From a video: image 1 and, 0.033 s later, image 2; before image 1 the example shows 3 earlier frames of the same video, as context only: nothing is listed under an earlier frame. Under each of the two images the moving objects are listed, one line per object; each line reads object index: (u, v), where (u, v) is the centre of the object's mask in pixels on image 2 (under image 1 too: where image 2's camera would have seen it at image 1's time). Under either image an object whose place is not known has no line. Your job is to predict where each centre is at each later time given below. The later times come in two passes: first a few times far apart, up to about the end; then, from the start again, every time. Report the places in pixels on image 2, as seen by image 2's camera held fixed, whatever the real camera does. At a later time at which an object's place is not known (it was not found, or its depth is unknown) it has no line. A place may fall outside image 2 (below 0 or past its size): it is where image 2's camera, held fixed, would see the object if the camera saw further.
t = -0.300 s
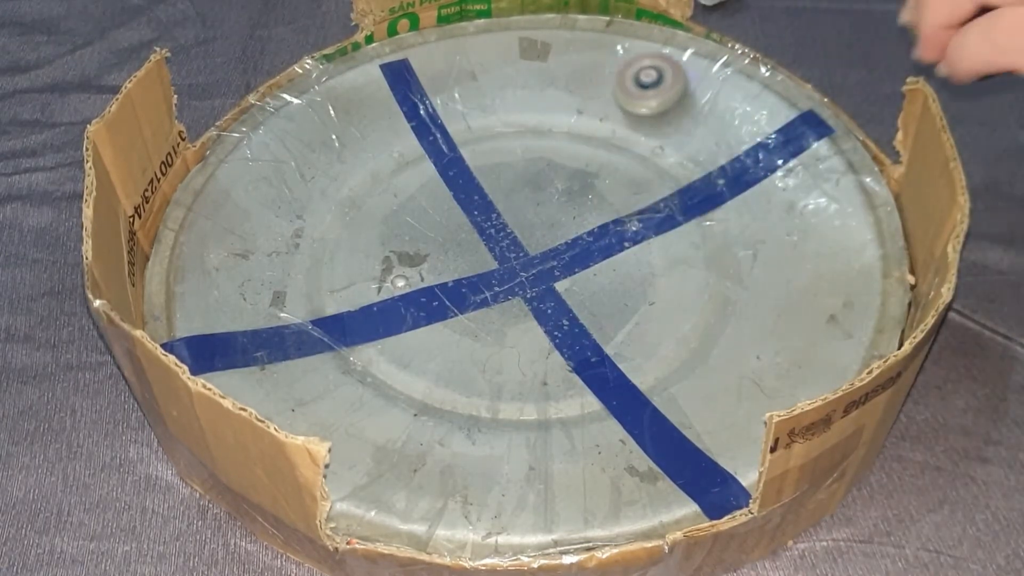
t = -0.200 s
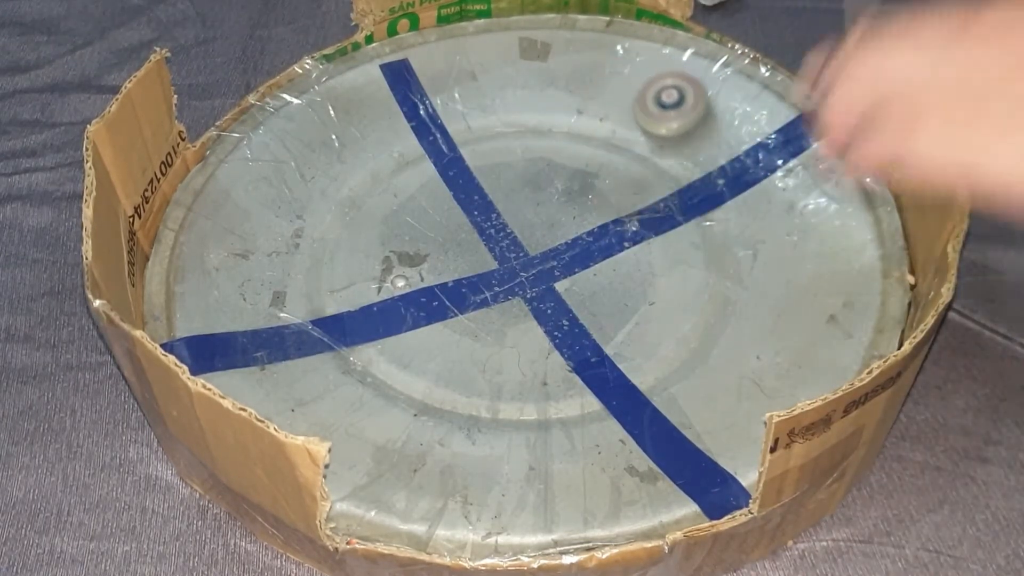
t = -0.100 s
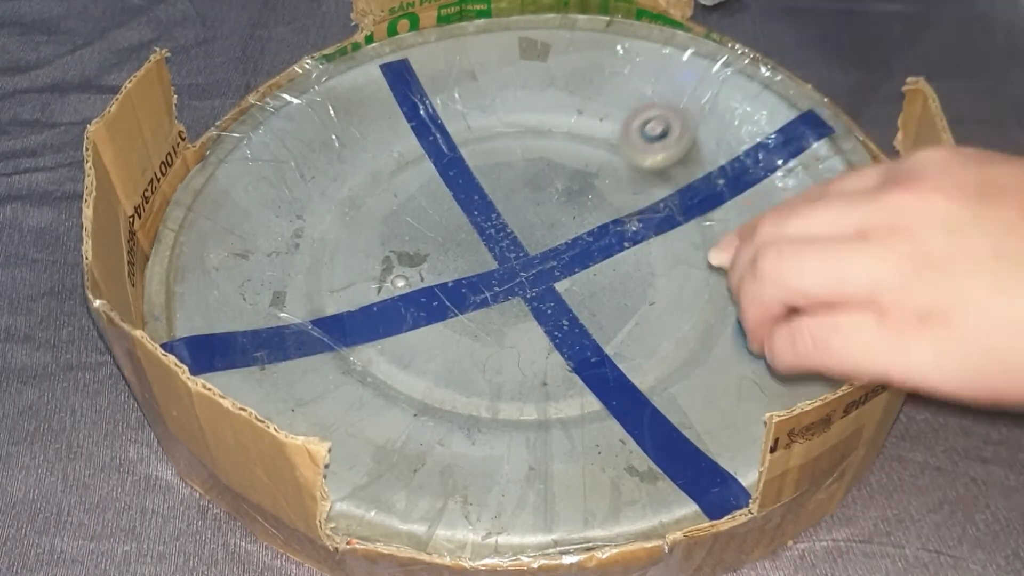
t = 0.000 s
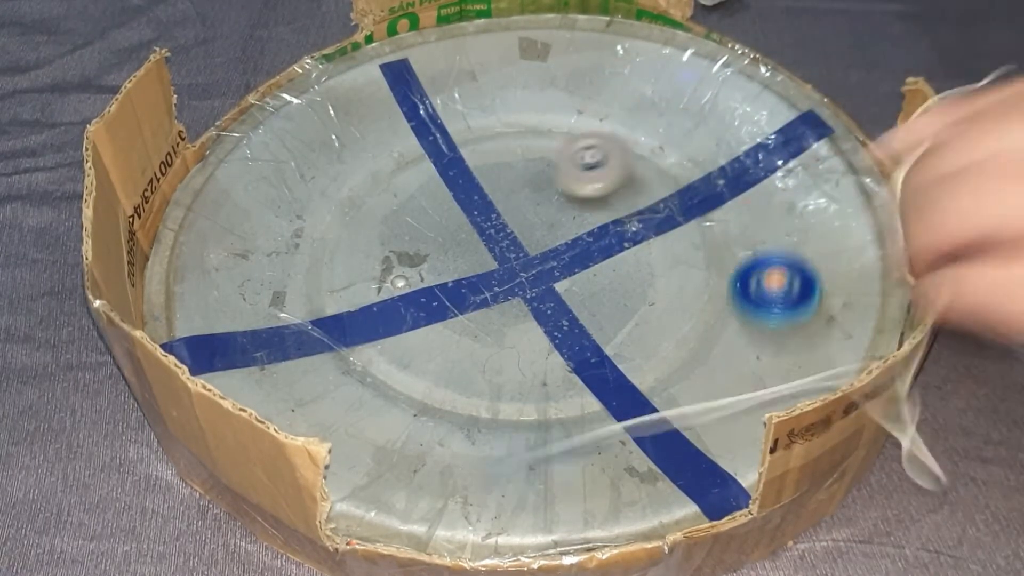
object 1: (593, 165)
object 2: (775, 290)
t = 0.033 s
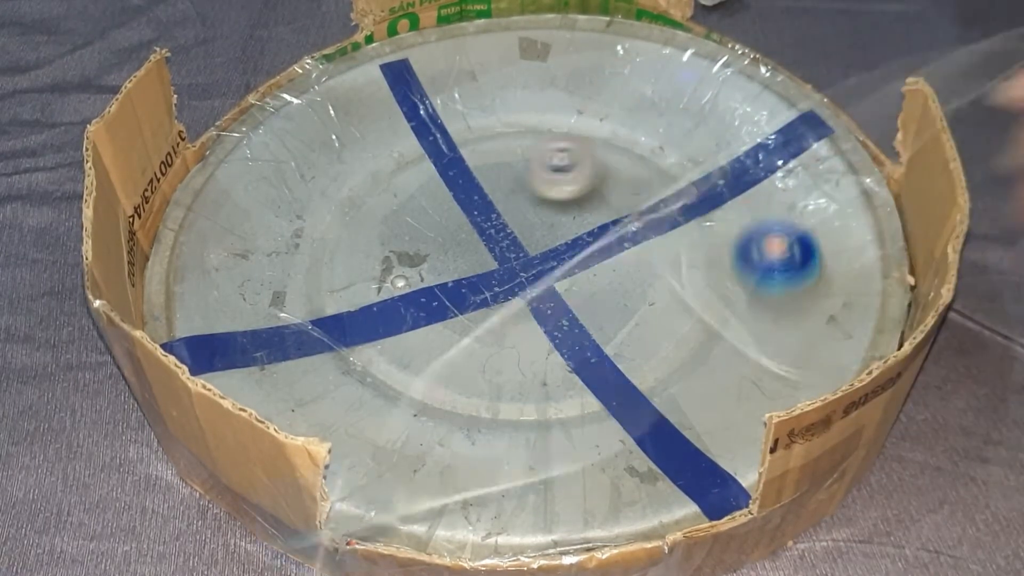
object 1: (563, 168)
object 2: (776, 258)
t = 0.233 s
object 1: (408, 102)
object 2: (561, 134)
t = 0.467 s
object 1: (467, 42)
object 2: (300, 240)
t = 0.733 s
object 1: (577, 119)
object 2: (508, 464)
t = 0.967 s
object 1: (456, 207)
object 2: (739, 235)
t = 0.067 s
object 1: (533, 166)
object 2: (763, 225)
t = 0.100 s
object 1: (500, 160)
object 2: (736, 197)
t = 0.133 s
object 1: (470, 149)
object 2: (699, 174)
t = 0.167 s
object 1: (445, 136)
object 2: (654, 153)
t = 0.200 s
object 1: (421, 120)
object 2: (610, 139)
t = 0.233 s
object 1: (408, 102)
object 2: (561, 134)
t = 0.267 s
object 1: (399, 82)
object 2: (509, 135)
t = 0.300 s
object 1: (396, 64)
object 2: (459, 142)
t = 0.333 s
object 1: (396, 47)
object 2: (418, 153)
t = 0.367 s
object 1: (405, 38)
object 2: (379, 172)
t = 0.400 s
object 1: (424, 40)
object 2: (347, 194)
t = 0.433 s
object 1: (446, 40)
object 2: (320, 216)
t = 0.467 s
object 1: (467, 42)
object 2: (300, 240)
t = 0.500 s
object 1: (488, 45)
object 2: (289, 272)
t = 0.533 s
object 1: (511, 50)
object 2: (289, 307)
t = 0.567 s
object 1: (533, 57)
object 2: (299, 341)
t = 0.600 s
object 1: (550, 64)
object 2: (316, 376)
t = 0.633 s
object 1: (564, 76)
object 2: (346, 410)
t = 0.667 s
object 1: (571, 85)
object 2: (389, 442)
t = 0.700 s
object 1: (575, 99)
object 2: (442, 458)
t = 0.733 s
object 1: (577, 119)
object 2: (508, 464)
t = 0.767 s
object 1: (575, 137)
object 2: (579, 462)
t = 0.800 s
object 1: (570, 155)
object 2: (651, 451)
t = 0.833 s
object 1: (559, 169)
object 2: (706, 420)
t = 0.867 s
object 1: (543, 183)
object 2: (747, 373)
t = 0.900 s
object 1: (518, 194)
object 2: (762, 323)
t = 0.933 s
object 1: (490, 202)
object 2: (758, 275)
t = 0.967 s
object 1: (456, 207)
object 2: (739, 235)
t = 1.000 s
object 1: (424, 206)
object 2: (703, 192)
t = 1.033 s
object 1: (390, 206)
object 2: (670, 164)
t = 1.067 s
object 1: (356, 199)
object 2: (628, 136)
